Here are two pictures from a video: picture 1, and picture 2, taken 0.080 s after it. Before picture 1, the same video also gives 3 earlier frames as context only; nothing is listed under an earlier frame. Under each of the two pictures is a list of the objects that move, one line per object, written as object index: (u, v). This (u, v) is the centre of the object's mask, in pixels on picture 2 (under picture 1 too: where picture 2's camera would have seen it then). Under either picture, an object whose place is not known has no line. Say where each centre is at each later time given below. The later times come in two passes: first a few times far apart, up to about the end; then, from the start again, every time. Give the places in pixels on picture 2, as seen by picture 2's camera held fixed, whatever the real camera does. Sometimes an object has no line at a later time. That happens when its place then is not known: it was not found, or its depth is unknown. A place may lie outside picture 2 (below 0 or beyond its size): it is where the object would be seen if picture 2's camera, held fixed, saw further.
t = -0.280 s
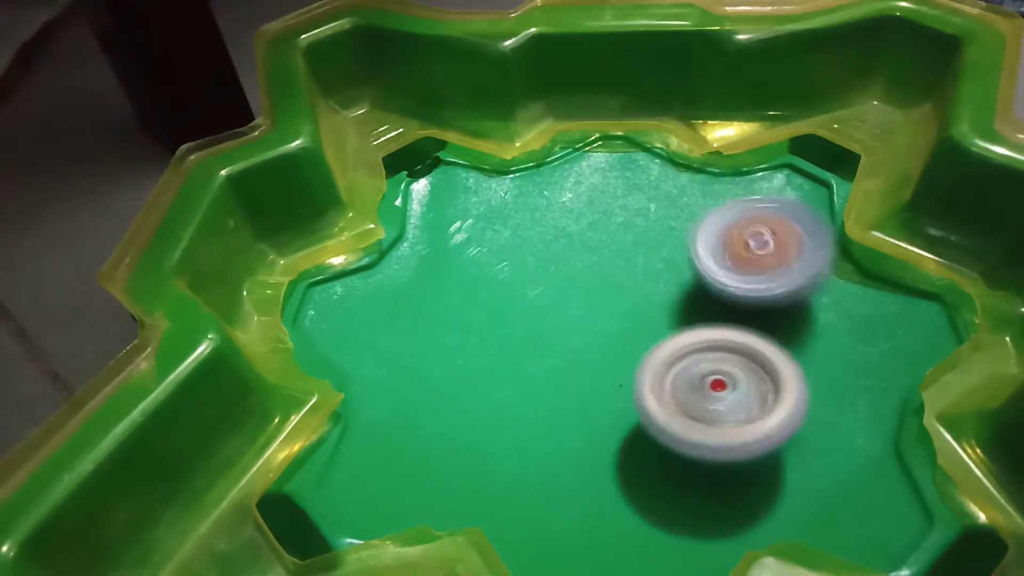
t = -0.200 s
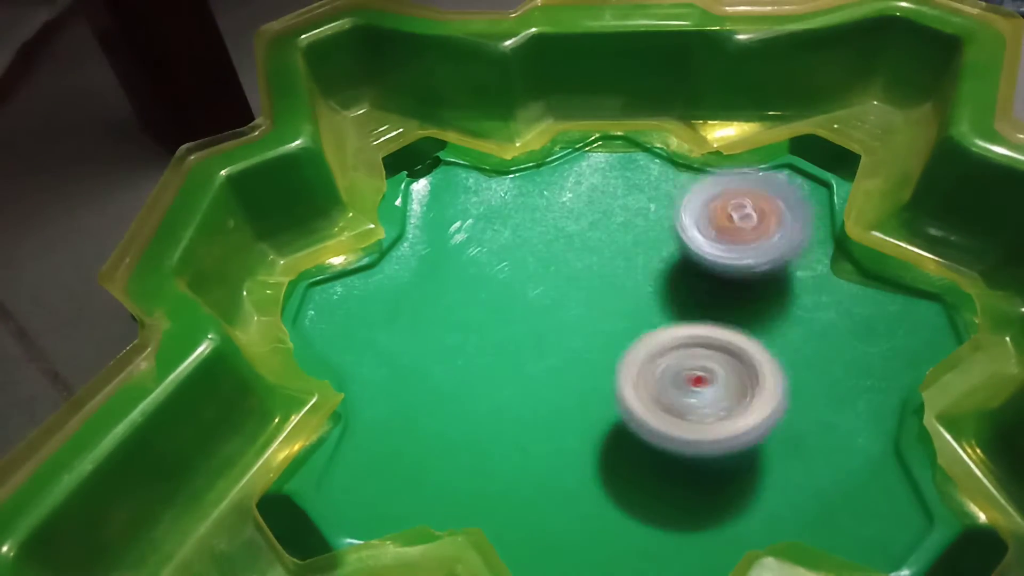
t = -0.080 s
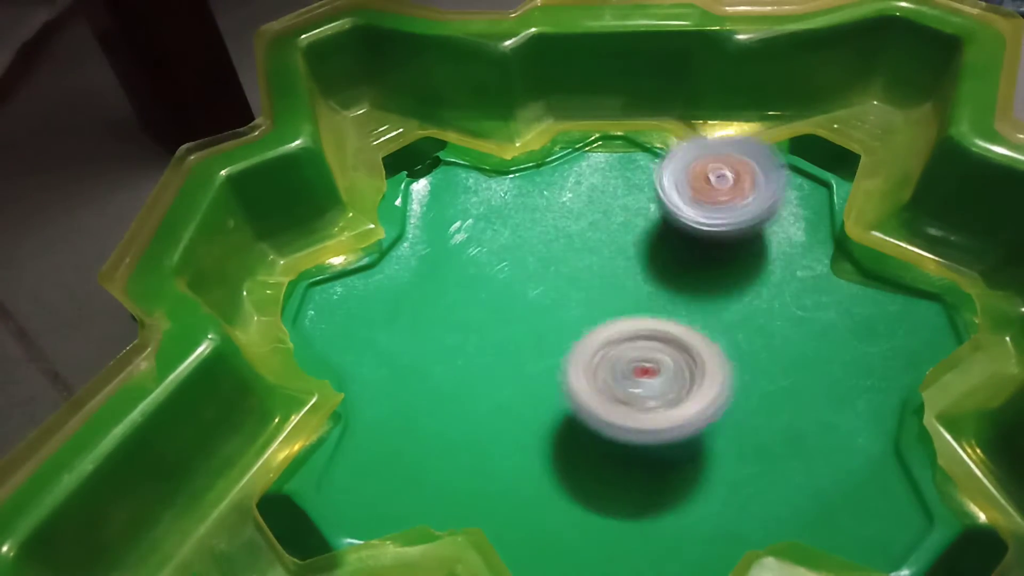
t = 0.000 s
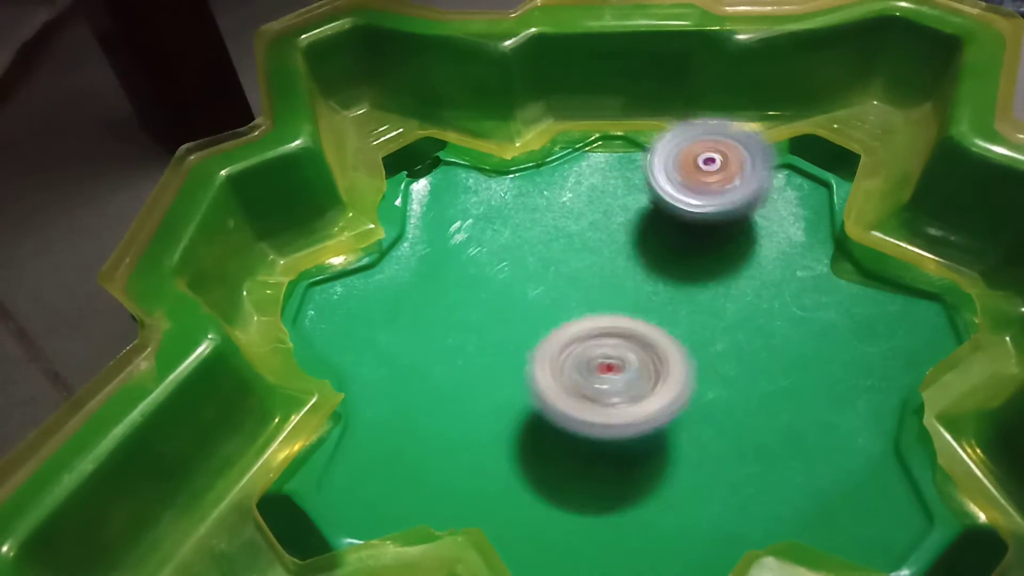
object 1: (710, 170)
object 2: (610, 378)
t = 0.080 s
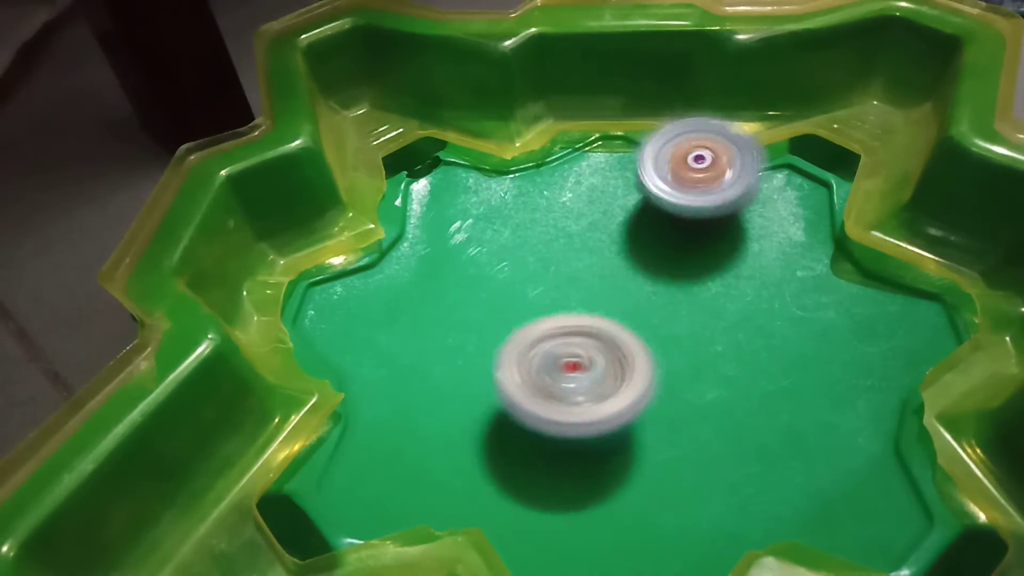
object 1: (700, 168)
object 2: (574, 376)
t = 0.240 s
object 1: (658, 196)
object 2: (517, 378)
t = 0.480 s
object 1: (544, 254)
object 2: (504, 368)
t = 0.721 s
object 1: (540, 181)
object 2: (578, 400)
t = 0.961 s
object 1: (584, 224)
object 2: (634, 346)
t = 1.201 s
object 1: (593, 205)
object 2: (745, 443)
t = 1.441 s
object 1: (570, 286)
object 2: (776, 397)
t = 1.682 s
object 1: (486, 356)
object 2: (690, 325)
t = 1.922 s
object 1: (458, 345)
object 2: (618, 269)
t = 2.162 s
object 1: (405, 410)
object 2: (694, 152)
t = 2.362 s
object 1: (384, 448)
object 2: (612, 246)
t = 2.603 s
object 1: (504, 398)
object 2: (602, 306)
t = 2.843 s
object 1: (447, 393)
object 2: (719, 188)
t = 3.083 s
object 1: (428, 315)
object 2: (652, 188)
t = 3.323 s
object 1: (386, 251)
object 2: (588, 205)
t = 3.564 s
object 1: (417, 220)
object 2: (681, 223)
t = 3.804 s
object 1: (607, 375)
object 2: (715, 256)
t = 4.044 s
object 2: (676, 287)
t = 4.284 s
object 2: (558, 288)
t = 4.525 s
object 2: (541, 254)
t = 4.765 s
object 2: (581, 270)
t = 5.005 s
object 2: (639, 316)
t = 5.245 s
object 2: (666, 320)
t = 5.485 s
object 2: (649, 312)
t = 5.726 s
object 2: (630, 303)
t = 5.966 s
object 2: (634, 299)
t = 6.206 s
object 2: (609, 313)
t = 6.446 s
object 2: (602, 293)
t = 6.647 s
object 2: (614, 293)
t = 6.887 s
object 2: (620, 316)
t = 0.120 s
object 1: (694, 171)
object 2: (558, 376)
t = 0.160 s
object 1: (685, 176)
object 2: (542, 377)
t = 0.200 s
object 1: (673, 184)
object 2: (528, 377)
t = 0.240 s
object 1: (658, 196)
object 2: (517, 378)
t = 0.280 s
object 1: (640, 207)
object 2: (507, 378)
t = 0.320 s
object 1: (621, 217)
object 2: (500, 378)
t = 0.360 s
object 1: (601, 229)
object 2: (499, 377)
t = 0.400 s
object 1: (583, 239)
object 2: (499, 373)
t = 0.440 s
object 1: (563, 251)
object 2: (502, 369)
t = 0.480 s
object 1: (544, 254)
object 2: (504, 368)
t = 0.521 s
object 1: (534, 239)
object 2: (505, 384)
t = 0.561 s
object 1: (533, 226)
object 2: (512, 396)
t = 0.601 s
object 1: (531, 212)
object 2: (524, 404)
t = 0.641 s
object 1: (530, 198)
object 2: (541, 408)
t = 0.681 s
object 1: (532, 187)
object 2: (560, 406)
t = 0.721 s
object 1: (540, 181)
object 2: (578, 400)
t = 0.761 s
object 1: (548, 179)
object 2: (593, 391)
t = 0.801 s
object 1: (557, 182)
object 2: (604, 379)
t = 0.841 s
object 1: (566, 190)
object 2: (613, 365)
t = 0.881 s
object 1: (577, 203)
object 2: (619, 351)
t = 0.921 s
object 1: (584, 217)
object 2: (624, 337)
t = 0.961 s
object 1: (584, 224)
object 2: (634, 346)
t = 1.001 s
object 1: (583, 212)
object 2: (656, 379)
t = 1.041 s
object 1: (583, 205)
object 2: (682, 407)
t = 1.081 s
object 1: (585, 201)
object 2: (701, 423)
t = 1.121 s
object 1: (587, 199)
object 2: (716, 431)
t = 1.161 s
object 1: (590, 199)
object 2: (731, 437)
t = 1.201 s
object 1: (593, 205)
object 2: (745, 443)
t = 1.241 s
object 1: (594, 211)
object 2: (760, 450)
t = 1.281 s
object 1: (595, 223)
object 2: (776, 450)
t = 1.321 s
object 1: (593, 240)
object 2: (788, 442)
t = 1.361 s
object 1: (587, 254)
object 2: (791, 429)
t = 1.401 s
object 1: (579, 269)
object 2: (786, 413)
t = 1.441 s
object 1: (570, 286)
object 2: (776, 397)
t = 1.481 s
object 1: (558, 299)
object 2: (763, 382)
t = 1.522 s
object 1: (546, 311)
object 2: (748, 368)
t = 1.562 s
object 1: (534, 326)
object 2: (734, 355)
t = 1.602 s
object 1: (518, 338)
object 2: (718, 345)
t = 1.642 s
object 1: (503, 347)
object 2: (704, 335)
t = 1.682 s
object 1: (486, 356)
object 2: (690, 325)
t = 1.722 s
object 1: (469, 361)
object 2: (677, 316)
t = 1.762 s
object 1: (457, 361)
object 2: (663, 306)
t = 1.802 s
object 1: (447, 360)
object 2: (650, 296)
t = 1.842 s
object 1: (445, 356)
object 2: (640, 287)
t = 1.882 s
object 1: (448, 351)
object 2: (629, 278)
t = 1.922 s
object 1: (458, 345)
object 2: (618, 269)
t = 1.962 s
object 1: (474, 340)
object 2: (608, 261)
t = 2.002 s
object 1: (494, 337)
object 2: (598, 253)
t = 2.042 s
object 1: (481, 359)
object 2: (616, 228)
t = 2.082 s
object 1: (449, 386)
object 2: (652, 193)
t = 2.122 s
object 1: (421, 401)
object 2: (679, 163)
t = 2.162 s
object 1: (405, 410)
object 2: (694, 152)
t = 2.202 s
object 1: (388, 418)
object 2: (674, 170)
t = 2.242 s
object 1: (379, 422)
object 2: (657, 186)
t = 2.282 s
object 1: (371, 430)
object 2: (639, 208)
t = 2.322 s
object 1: (374, 439)
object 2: (624, 229)
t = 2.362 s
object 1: (384, 448)
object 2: (612, 246)
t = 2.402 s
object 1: (398, 448)
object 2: (605, 260)
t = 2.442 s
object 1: (415, 440)
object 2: (600, 271)
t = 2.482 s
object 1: (440, 427)
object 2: (598, 280)
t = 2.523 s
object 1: (460, 418)
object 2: (599, 288)
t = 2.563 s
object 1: (485, 406)
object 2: (599, 299)
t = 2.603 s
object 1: (504, 398)
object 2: (602, 306)
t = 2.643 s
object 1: (487, 423)
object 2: (623, 282)
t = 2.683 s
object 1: (470, 448)
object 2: (655, 254)
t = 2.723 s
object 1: (454, 449)
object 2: (686, 223)
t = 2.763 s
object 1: (446, 429)
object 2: (707, 200)
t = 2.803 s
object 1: (446, 408)
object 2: (718, 190)
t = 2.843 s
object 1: (447, 393)
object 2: (719, 188)
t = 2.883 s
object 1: (445, 378)
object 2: (710, 188)
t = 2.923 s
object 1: (443, 366)
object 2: (698, 187)
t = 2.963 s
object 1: (442, 353)
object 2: (685, 185)
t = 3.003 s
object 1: (439, 339)
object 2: (675, 185)
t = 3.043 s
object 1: (433, 328)
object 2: (663, 185)
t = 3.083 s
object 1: (428, 315)
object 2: (652, 188)
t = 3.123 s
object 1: (422, 304)
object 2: (642, 190)
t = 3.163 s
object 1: (414, 293)
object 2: (630, 193)
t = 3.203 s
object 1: (406, 282)
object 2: (619, 197)
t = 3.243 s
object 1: (397, 271)
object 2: (610, 197)
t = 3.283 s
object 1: (390, 262)
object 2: (599, 202)
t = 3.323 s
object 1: (386, 251)
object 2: (588, 205)
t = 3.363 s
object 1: (392, 240)
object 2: (578, 207)
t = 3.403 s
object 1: (408, 233)
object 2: (568, 210)
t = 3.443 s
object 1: (423, 232)
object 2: (563, 210)
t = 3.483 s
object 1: (408, 219)
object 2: (604, 211)
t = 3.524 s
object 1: (398, 214)
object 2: (652, 217)
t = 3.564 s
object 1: (417, 220)
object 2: (681, 223)
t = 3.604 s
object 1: (449, 229)
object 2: (700, 232)
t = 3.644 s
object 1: (481, 244)
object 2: (706, 242)
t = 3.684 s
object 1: (515, 264)
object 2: (705, 249)
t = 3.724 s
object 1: (558, 292)
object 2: (703, 255)
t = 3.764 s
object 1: (592, 330)
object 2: (705, 258)
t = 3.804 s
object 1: (607, 375)
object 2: (715, 256)
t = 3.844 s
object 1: (614, 425)
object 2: (715, 260)
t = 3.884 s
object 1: (617, 464)
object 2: (711, 265)
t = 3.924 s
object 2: (707, 270)
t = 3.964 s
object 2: (700, 276)
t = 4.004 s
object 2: (690, 280)
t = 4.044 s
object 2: (676, 287)
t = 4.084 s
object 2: (659, 290)
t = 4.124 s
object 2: (637, 293)
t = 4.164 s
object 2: (615, 295)
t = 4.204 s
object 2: (596, 294)
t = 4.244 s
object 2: (575, 290)
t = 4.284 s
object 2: (558, 288)
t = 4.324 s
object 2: (545, 283)
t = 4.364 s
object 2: (536, 276)
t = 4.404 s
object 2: (532, 271)
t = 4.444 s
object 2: (534, 262)
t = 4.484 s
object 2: (537, 257)
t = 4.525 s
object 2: (541, 254)
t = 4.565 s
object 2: (546, 255)
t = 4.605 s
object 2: (549, 254)
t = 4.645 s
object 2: (554, 256)
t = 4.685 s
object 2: (560, 258)
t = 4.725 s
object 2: (570, 261)
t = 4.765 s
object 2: (581, 270)
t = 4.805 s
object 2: (593, 277)
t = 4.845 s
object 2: (605, 288)
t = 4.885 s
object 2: (614, 301)
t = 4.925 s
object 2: (624, 314)
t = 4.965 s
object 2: (629, 318)
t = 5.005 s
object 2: (639, 316)
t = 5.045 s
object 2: (650, 314)
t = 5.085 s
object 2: (653, 313)
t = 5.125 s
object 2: (659, 313)
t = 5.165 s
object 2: (661, 313)
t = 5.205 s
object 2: (667, 316)
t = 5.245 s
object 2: (666, 320)
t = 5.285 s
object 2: (665, 327)
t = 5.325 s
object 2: (660, 330)
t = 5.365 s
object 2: (658, 323)
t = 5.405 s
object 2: (658, 316)
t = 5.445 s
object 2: (652, 314)
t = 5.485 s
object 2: (649, 312)
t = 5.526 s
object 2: (644, 313)
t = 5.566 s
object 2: (638, 313)
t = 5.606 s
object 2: (632, 313)
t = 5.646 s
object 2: (628, 309)
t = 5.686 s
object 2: (628, 308)
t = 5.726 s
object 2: (630, 303)
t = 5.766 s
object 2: (632, 303)
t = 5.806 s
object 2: (634, 302)
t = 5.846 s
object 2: (634, 300)
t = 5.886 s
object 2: (634, 301)
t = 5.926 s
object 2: (634, 299)
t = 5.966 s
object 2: (634, 299)
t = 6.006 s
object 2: (634, 304)
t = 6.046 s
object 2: (633, 306)
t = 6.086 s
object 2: (629, 310)
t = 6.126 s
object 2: (622, 313)
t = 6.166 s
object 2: (615, 314)
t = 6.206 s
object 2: (609, 313)
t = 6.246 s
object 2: (601, 310)
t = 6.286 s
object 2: (596, 308)
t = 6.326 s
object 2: (596, 303)
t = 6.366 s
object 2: (598, 300)
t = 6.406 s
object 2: (599, 296)
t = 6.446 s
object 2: (602, 293)
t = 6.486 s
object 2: (605, 291)
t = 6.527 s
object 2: (607, 292)
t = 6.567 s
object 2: (609, 292)
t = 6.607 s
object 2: (611, 292)
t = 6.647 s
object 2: (614, 293)
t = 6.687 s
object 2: (615, 296)
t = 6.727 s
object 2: (618, 299)
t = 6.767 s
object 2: (617, 304)
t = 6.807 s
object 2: (620, 307)
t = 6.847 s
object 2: (619, 311)
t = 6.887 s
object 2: (620, 316)
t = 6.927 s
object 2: (616, 320)
